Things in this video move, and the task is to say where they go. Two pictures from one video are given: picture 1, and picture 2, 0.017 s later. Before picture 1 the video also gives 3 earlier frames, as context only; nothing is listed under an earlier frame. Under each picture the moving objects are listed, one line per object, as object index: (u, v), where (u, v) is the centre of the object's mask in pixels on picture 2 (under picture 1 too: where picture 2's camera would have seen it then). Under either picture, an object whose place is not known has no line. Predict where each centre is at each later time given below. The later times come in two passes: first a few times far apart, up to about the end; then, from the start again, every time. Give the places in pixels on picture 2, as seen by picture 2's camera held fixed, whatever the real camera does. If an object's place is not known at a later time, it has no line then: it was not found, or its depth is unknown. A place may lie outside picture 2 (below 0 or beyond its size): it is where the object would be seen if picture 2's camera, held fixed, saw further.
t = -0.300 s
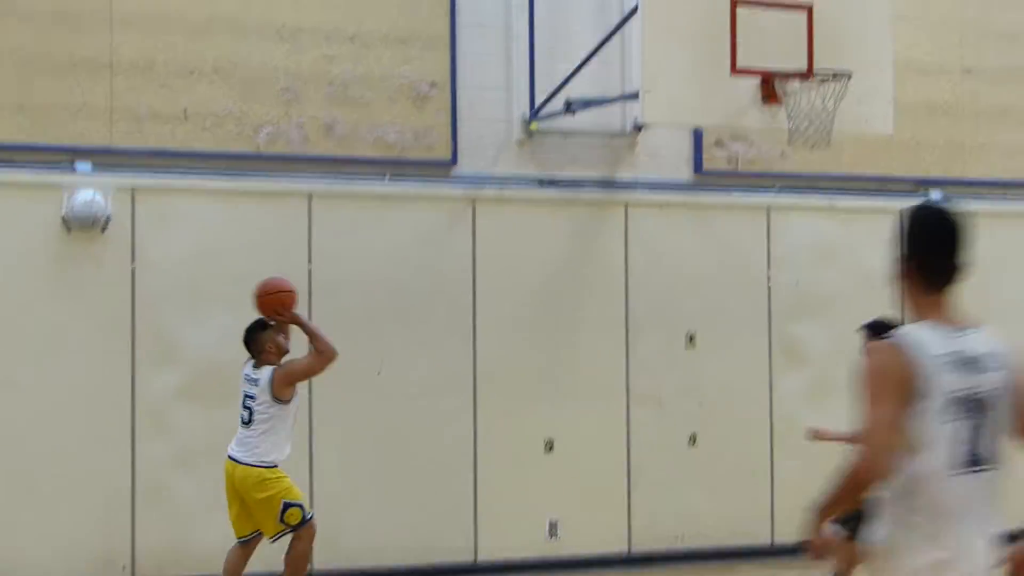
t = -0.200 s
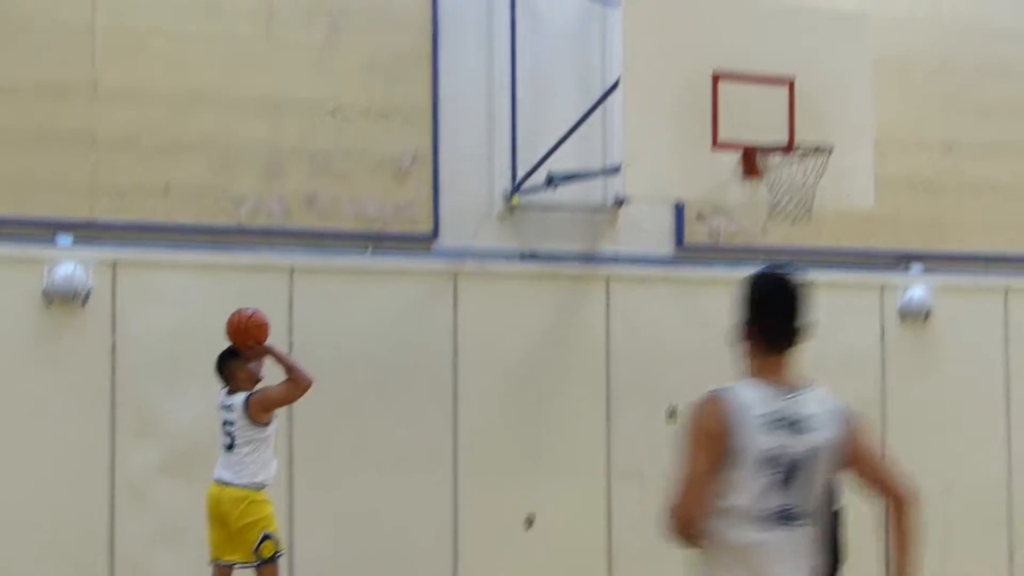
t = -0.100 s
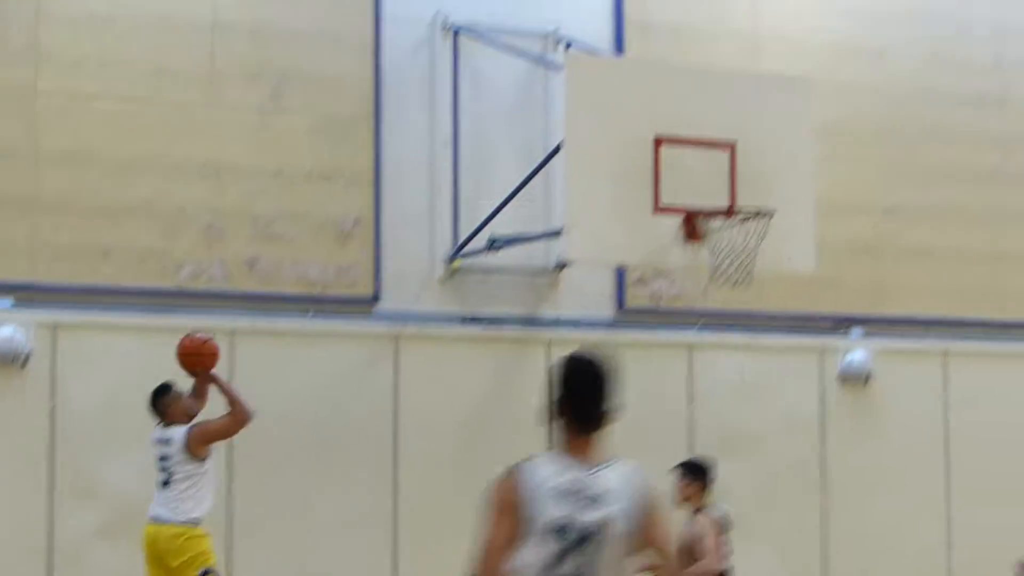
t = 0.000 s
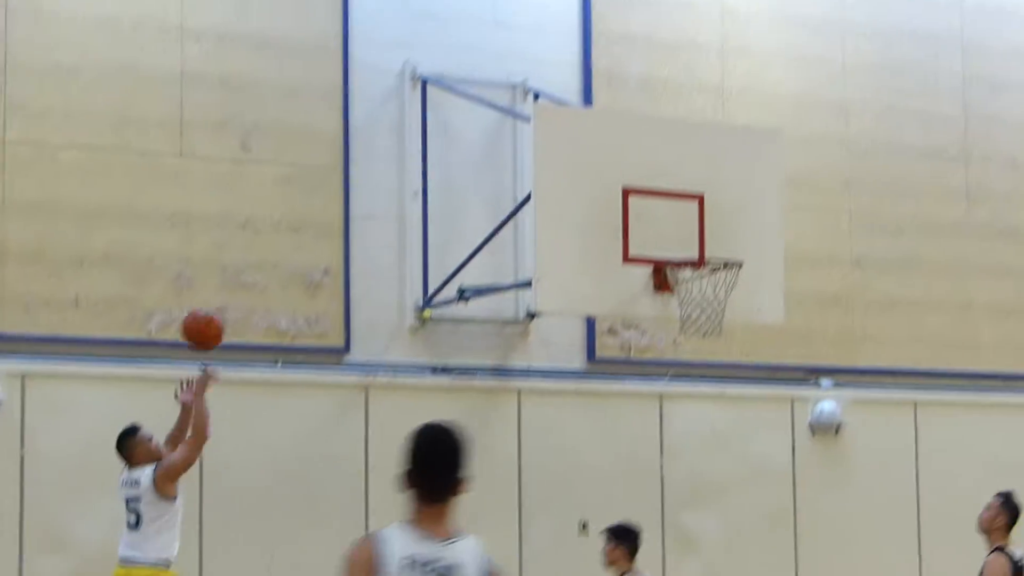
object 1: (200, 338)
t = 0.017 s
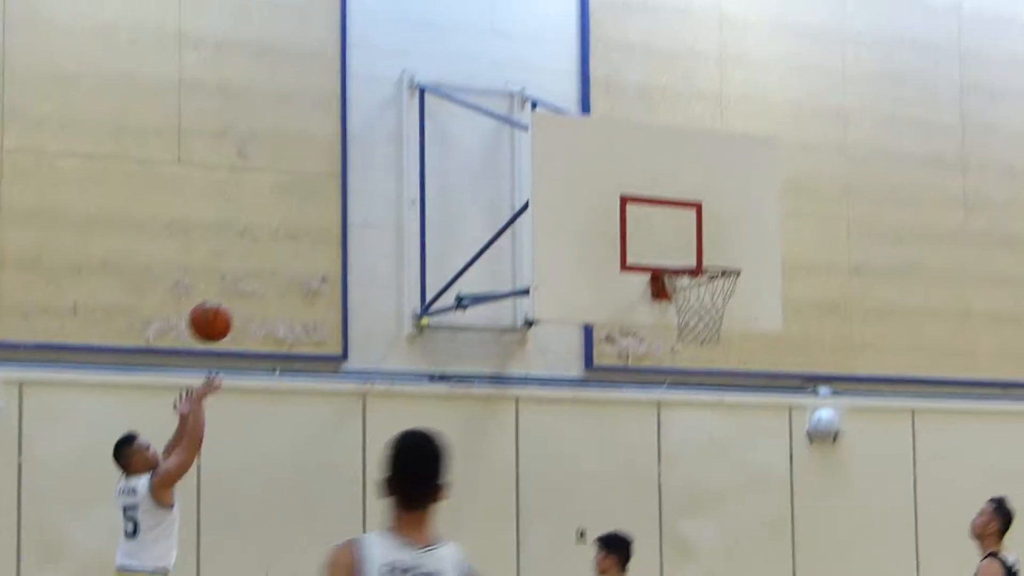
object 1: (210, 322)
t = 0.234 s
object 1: (336, 168)
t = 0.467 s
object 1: (466, 100)
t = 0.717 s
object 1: (602, 130)
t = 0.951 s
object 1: (727, 252)
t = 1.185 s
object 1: (695, 239)
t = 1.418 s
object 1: (673, 233)
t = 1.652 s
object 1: (673, 238)
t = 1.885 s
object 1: (679, 255)
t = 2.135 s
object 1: (724, 299)
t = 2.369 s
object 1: (720, 325)
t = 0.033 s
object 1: (220, 307)
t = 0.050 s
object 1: (230, 292)
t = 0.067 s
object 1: (240, 278)
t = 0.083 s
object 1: (250, 265)
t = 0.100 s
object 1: (259, 252)
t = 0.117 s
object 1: (269, 240)
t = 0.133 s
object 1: (279, 228)
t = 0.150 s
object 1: (289, 217)
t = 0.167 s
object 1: (298, 207)
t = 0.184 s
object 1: (308, 196)
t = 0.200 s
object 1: (317, 187)
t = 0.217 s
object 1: (327, 177)
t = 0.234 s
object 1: (336, 168)
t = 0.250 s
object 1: (345, 161)
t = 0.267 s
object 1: (355, 153)
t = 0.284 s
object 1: (365, 146)
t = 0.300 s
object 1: (374, 139)
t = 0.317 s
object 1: (383, 133)
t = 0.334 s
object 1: (393, 128)
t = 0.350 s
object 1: (402, 123)
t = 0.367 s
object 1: (411, 118)
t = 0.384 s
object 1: (420, 113)
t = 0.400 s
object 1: (429, 110)
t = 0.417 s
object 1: (438, 107)
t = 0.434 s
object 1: (448, 104)
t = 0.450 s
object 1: (457, 102)
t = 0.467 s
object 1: (466, 100)
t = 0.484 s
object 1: (475, 98)
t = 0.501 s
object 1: (484, 98)
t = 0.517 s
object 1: (493, 97)
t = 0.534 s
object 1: (502, 97)
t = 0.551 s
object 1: (511, 98)
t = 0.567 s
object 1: (520, 99)
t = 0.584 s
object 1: (529, 100)
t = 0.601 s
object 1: (538, 102)
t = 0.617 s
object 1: (548, 105)
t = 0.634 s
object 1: (557, 108)
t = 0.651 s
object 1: (566, 111)
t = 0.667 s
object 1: (575, 115)
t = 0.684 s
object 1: (584, 119)
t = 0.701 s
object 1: (593, 124)
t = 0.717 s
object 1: (602, 130)
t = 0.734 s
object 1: (611, 135)
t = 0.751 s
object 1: (620, 142)
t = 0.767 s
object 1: (629, 148)
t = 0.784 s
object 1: (638, 155)
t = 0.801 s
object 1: (647, 163)
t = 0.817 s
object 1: (656, 171)
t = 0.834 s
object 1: (664, 179)
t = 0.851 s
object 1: (673, 188)
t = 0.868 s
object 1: (682, 198)
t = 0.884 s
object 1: (691, 208)
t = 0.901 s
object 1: (700, 218)
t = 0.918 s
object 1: (709, 230)
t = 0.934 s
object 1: (718, 241)
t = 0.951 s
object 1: (727, 252)
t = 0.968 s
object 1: (729, 259)
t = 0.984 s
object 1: (726, 257)
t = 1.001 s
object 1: (722, 256)
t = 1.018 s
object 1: (720, 255)
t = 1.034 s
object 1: (717, 254)
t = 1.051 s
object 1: (714, 253)
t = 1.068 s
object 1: (711, 252)
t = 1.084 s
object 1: (707, 254)
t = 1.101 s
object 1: (704, 256)
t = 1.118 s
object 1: (702, 255)
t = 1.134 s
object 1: (700, 252)
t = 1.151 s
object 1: (699, 247)
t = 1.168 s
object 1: (697, 243)
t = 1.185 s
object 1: (695, 239)
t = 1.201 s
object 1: (693, 236)
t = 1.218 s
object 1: (692, 233)
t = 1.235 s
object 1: (690, 230)
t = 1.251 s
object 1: (689, 229)
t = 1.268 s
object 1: (687, 227)
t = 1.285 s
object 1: (685, 226)
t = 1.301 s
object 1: (684, 225)
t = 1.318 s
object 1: (683, 225)
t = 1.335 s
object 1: (680, 226)
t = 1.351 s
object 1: (679, 226)
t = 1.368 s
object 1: (677, 228)
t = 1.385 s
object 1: (675, 230)
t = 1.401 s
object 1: (674, 232)
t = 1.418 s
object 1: (673, 233)
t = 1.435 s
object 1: (673, 234)
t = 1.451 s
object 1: (673, 235)
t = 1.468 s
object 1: (672, 237)
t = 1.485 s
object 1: (672, 240)
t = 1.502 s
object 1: (672, 243)
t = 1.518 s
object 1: (672, 246)
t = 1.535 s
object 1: (671, 250)
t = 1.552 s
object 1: (671, 254)
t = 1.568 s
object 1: (671, 251)
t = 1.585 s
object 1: (671, 248)
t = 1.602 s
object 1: (672, 244)
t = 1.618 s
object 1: (672, 242)
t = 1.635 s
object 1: (672, 240)
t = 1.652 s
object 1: (673, 238)
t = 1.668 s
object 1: (673, 236)
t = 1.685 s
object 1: (674, 236)
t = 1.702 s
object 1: (674, 235)
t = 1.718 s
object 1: (674, 235)
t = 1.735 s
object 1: (675, 235)
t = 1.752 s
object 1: (675, 236)
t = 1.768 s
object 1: (675, 238)
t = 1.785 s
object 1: (676, 239)
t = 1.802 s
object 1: (676, 241)
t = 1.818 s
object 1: (677, 244)
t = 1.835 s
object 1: (677, 247)
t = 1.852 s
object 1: (678, 250)
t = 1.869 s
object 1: (678, 253)
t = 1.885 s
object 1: (679, 255)
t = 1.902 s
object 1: (682, 257)
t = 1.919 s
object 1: (686, 258)
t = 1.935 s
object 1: (688, 259)
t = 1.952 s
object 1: (691, 260)
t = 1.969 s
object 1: (695, 263)
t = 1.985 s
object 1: (698, 266)
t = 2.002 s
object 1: (701, 269)
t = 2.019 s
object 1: (704, 273)
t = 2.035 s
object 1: (707, 277)
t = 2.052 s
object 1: (710, 282)
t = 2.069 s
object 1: (714, 287)
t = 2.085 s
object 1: (717, 291)
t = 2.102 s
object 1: (720, 295)
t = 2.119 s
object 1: (722, 298)
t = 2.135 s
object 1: (724, 299)
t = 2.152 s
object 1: (725, 301)
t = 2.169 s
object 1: (727, 301)
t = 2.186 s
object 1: (728, 303)
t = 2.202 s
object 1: (728, 305)
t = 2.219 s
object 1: (729, 305)
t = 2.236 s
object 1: (729, 307)
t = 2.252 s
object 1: (728, 308)
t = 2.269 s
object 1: (728, 309)
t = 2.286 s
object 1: (727, 311)
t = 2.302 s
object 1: (726, 314)
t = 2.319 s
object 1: (724, 316)
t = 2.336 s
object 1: (723, 319)
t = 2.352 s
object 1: (721, 322)
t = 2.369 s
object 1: (720, 325)
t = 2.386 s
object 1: (718, 328)
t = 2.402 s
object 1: (716, 332)
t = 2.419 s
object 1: (713, 336)
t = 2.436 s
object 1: (711, 340)
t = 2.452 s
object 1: (709, 345)
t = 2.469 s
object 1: (706, 351)
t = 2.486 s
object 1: (703, 356)
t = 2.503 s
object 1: (700, 363)
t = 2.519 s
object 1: (698, 369)
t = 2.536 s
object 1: (695, 376)
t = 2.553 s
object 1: (693, 384)
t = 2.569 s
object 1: (690, 393)
